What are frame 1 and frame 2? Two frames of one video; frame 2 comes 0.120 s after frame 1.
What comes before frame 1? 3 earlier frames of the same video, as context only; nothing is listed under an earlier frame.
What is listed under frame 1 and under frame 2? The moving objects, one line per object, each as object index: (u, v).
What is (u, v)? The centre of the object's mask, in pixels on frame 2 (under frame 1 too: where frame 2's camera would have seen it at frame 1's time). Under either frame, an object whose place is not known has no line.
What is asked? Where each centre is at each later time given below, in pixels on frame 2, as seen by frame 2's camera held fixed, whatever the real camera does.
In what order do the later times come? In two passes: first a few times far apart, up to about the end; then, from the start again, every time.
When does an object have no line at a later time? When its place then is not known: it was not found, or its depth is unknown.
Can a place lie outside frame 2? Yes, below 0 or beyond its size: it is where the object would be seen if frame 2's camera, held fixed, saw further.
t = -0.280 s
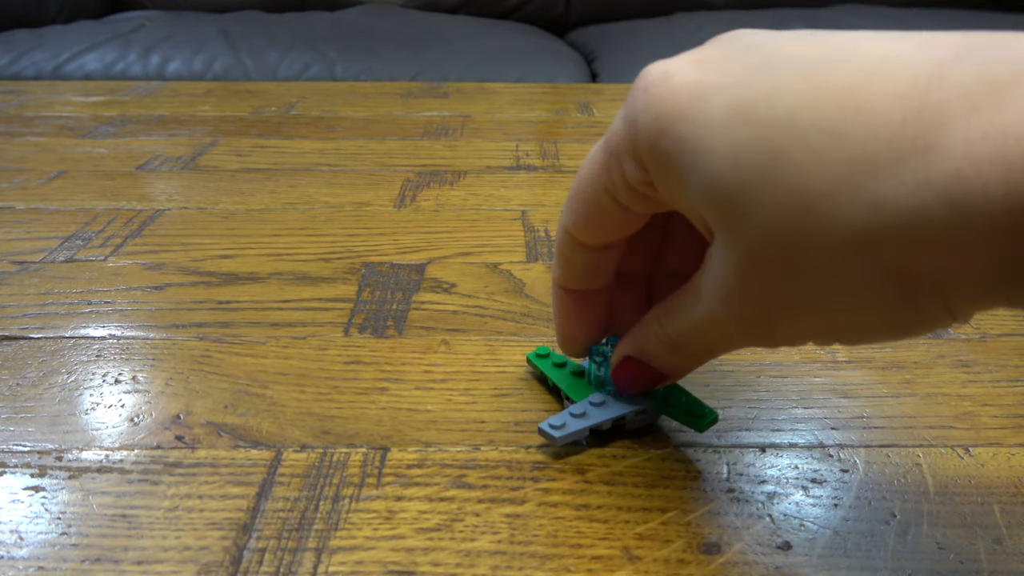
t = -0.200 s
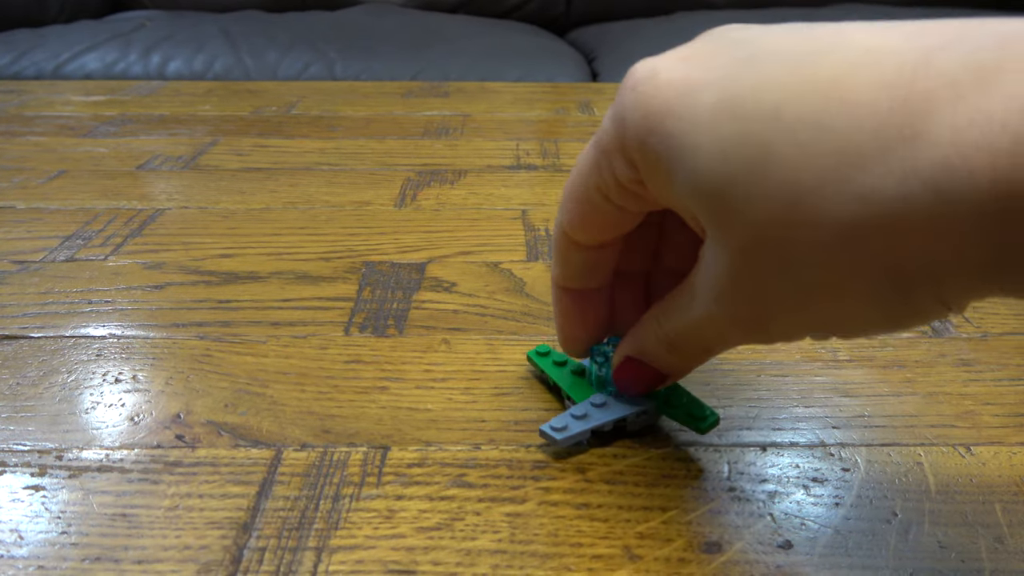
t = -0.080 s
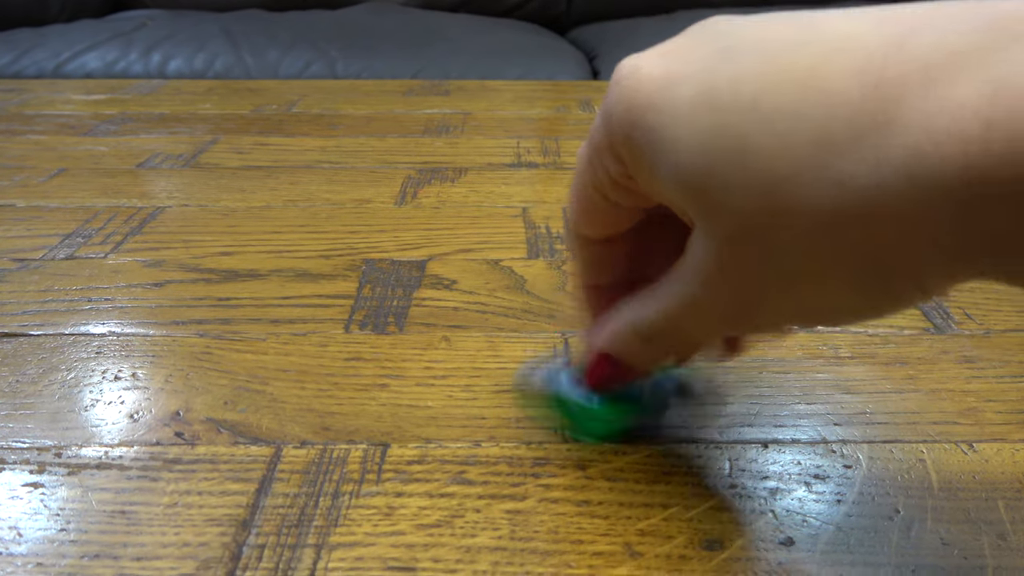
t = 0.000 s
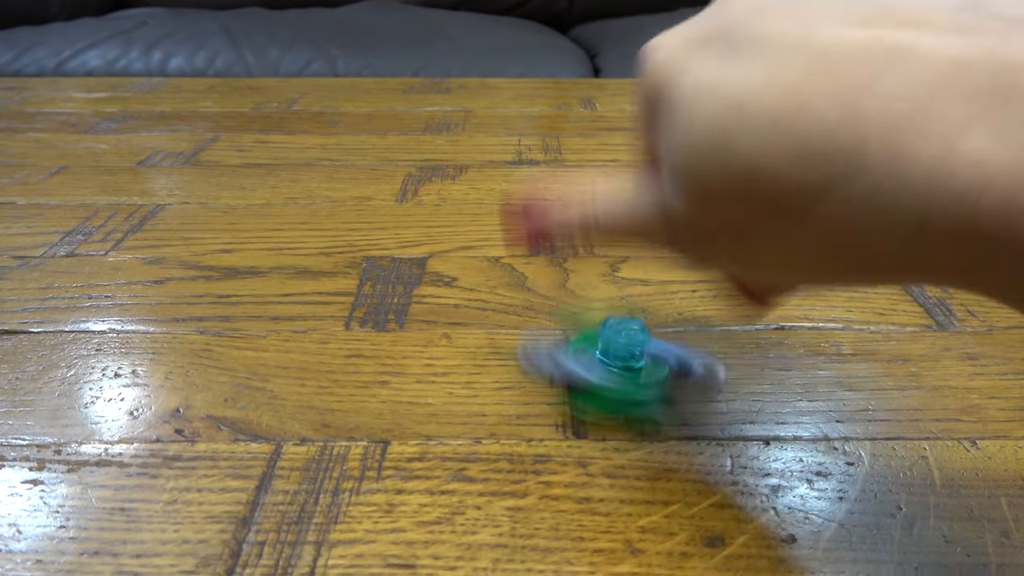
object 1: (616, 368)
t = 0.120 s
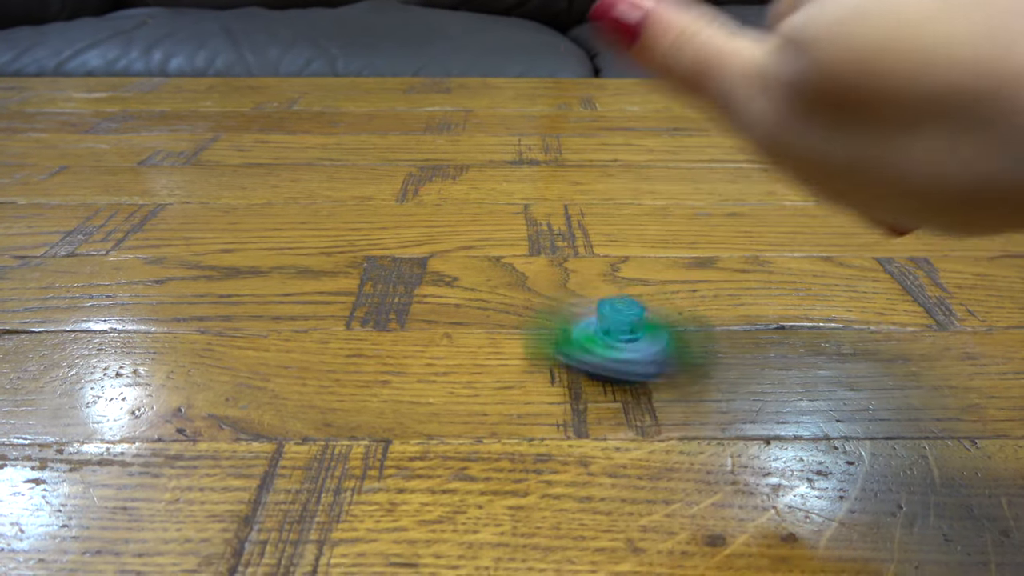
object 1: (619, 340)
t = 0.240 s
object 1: (611, 339)
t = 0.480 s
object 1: (627, 334)
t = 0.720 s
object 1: (625, 329)
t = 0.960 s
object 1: (630, 337)
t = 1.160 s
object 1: (626, 337)
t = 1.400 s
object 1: (625, 339)
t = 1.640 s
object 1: (637, 347)
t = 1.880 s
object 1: (619, 338)
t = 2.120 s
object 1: (624, 346)
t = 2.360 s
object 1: (631, 339)
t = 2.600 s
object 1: (616, 338)
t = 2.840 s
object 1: (627, 344)
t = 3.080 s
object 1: (627, 344)
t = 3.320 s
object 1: (638, 347)
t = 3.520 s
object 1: (633, 345)
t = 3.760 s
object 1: (628, 343)
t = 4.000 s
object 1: (632, 343)
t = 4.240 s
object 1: (627, 343)
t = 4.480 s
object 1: (631, 342)
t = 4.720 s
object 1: (634, 343)
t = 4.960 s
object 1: (630, 345)
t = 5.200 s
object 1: (632, 345)
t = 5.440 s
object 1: (633, 345)
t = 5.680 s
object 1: (633, 347)
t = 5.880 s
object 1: (631, 339)
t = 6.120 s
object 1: (625, 349)
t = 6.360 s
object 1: (628, 344)
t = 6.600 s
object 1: (627, 345)
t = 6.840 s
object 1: (620, 342)
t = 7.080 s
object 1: (631, 345)
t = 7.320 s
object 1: (624, 343)
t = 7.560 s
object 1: (632, 341)
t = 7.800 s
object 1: (627, 339)
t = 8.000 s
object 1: (625, 341)
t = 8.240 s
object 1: (627, 342)
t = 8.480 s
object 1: (626, 342)
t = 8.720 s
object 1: (630, 341)
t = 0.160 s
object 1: (617, 339)
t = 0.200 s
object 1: (612, 340)
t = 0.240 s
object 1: (611, 339)
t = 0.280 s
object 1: (614, 341)
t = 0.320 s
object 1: (620, 345)
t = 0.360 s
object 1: (621, 338)
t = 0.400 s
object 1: (624, 337)
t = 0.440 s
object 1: (625, 334)
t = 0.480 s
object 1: (627, 334)
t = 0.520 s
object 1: (626, 332)
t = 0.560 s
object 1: (625, 327)
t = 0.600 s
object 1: (626, 326)
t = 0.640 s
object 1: (623, 324)
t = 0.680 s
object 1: (625, 326)
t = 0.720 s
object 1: (625, 329)
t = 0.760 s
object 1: (627, 327)
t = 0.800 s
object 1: (629, 330)
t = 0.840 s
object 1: (627, 328)
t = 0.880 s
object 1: (626, 334)
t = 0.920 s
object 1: (629, 337)
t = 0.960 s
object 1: (630, 337)
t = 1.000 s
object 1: (634, 339)
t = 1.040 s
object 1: (630, 339)
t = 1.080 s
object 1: (628, 335)
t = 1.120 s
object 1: (630, 336)
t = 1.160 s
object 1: (626, 337)
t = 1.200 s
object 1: (626, 336)
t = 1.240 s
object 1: (624, 335)
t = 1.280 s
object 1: (621, 339)
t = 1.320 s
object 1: (624, 337)
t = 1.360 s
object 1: (627, 340)
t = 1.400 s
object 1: (625, 339)
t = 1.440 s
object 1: (627, 335)
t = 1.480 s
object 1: (627, 344)
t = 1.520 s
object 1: (627, 345)
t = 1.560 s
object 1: (628, 347)
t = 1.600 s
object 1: (635, 346)
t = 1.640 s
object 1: (637, 347)
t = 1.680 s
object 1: (644, 346)
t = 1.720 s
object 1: (635, 343)
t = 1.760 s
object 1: (632, 340)
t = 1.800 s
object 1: (624, 338)
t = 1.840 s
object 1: (620, 338)
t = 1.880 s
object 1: (619, 338)
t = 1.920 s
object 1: (615, 339)
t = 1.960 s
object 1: (615, 337)
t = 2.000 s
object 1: (615, 338)
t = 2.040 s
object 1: (616, 342)
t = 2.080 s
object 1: (622, 342)
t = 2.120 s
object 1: (624, 346)
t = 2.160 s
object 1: (629, 346)
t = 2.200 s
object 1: (632, 348)
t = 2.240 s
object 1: (637, 348)
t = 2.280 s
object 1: (637, 348)
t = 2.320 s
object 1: (638, 343)
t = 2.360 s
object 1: (631, 339)
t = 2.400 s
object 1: (627, 338)
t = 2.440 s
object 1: (624, 337)
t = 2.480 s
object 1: (621, 337)
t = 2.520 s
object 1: (620, 337)
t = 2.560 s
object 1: (617, 339)
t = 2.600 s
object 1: (616, 338)
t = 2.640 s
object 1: (616, 342)
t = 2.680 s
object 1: (618, 342)
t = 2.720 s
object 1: (620, 346)
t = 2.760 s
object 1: (625, 346)
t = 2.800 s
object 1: (628, 345)
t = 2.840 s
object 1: (627, 344)
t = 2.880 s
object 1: (629, 342)
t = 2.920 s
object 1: (628, 342)
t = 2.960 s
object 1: (625, 339)
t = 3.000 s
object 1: (623, 342)
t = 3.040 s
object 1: (627, 342)
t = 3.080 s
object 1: (627, 344)
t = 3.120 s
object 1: (625, 342)
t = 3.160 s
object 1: (626, 343)
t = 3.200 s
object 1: (629, 348)
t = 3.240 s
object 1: (636, 348)
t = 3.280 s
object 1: (640, 349)
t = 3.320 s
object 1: (638, 347)
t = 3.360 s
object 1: (634, 342)
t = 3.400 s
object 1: (633, 344)
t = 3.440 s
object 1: (631, 342)
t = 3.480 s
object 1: (630, 342)
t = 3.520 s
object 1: (633, 345)
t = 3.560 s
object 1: (637, 347)
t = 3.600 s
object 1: (636, 343)
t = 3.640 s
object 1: (636, 343)
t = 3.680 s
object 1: (635, 341)
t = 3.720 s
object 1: (631, 340)
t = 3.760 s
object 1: (628, 343)
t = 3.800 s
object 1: (629, 342)
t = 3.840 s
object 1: (628, 343)
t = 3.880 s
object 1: (631, 345)
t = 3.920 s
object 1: (634, 343)
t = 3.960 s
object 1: (632, 342)
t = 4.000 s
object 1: (632, 343)
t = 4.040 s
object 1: (628, 339)
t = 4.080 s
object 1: (628, 341)
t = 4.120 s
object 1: (626, 342)
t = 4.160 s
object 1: (627, 340)
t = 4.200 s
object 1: (628, 343)
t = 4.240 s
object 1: (627, 343)
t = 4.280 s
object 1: (627, 343)
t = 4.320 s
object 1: (624, 343)
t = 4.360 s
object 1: (628, 345)
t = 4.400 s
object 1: (628, 342)
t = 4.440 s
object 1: (630, 343)
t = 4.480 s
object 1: (631, 342)
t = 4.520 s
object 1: (631, 344)
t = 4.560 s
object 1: (632, 344)
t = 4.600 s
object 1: (634, 346)
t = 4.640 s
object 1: (633, 342)
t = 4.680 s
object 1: (631, 343)
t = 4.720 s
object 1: (634, 343)
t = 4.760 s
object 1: (632, 344)
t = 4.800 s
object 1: (629, 342)
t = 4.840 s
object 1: (632, 343)
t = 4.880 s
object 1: (631, 344)
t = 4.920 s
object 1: (630, 346)
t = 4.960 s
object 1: (630, 345)
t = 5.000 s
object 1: (634, 346)
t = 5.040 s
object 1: (633, 345)
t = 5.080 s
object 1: (630, 343)
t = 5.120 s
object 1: (631, 344)
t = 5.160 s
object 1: (633, 345)
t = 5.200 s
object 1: (632, 345)
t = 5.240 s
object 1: (630, 347)
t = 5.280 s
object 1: (631, 344)
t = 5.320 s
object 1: (633, 347)
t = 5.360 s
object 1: (633, 347)
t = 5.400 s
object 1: (632, 345)
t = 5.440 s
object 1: (633, 345)
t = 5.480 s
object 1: (635, 345)
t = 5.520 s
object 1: (631, 345)
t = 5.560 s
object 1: (629, 345)
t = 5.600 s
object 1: (630, 343)
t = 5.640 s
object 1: (632, 343)
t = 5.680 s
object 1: (633, 347)
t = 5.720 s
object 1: (634, 348)
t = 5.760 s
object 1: (633, 347)
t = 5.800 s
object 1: (634, 343)
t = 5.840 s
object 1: (631, 340)
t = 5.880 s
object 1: (631, 339)
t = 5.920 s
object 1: (629, 342)
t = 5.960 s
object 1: (624, 343)
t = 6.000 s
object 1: (622, 344)
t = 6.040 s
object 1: (618, 345)
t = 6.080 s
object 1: (622, 345)
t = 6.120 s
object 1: (625, 349)
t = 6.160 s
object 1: (628, 347)
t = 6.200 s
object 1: (630, 346)
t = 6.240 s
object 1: (632, 347)
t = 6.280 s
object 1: (630, 344)
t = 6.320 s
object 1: (630, 342)
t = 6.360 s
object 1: (628, 344)
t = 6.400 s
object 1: (629, 345)
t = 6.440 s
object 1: (624, 342)
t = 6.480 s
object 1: (628, 339)
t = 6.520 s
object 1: (627, 343)
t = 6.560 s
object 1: (628, 345)
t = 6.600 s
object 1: (627, 345)
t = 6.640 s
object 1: (626, 340)
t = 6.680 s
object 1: (629, 341)
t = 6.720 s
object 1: (629, 342)
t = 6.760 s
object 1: (625, 343)
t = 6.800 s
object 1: (620, 342)
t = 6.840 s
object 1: (620, 342)
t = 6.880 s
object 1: (621, 343)
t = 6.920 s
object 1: (625, 345)
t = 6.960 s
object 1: (626, 344)
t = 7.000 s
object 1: (630, 343)
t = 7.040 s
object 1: (629, 344)
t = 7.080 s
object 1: (631, 345)
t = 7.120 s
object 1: (628, 344)
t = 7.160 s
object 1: (624, 341)
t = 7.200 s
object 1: (627, 341)
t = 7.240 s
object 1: (630, 342)
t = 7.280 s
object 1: (629, 343)
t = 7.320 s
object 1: (624, 343)
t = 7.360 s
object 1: (623, 343)
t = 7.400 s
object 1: (627, 343)
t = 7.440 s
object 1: (630, 345)
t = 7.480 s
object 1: (631, 343)
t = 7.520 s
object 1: (632, 342)
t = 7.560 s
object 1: (632, 341)
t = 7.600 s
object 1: (634, 341)
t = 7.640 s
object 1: (631, 340)
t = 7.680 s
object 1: (628, 338)
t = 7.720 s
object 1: (627, 337)
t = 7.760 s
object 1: (628, 337)
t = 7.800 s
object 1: (627, 339)
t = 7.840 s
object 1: (626, 341)
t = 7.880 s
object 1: (629, 344)
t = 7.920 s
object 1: (628, 344)
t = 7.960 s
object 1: (627, 342)
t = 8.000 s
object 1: (625, 341)
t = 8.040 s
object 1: (625, 341)
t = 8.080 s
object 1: (627, 339)
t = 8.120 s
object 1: (627, 339)
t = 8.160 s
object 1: (628, 340)
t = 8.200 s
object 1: (627, 341)
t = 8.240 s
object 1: (627, 342)
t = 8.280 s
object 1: (629, 343)
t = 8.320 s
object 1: (630, 343)
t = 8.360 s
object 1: (630, 343)
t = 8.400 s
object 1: (630, 344)
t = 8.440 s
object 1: (627, 343)
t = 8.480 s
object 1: (626, 342)
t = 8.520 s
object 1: (625, 341)
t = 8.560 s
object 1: (629, 340)
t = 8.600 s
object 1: (627, 341)
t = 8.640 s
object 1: (625, 342)
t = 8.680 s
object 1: (629, 342)
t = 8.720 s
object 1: (630, 341)
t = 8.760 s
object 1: (631, 342)
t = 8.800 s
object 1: (631, 343)
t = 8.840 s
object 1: (631, 342)
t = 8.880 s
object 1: (633, 343)
